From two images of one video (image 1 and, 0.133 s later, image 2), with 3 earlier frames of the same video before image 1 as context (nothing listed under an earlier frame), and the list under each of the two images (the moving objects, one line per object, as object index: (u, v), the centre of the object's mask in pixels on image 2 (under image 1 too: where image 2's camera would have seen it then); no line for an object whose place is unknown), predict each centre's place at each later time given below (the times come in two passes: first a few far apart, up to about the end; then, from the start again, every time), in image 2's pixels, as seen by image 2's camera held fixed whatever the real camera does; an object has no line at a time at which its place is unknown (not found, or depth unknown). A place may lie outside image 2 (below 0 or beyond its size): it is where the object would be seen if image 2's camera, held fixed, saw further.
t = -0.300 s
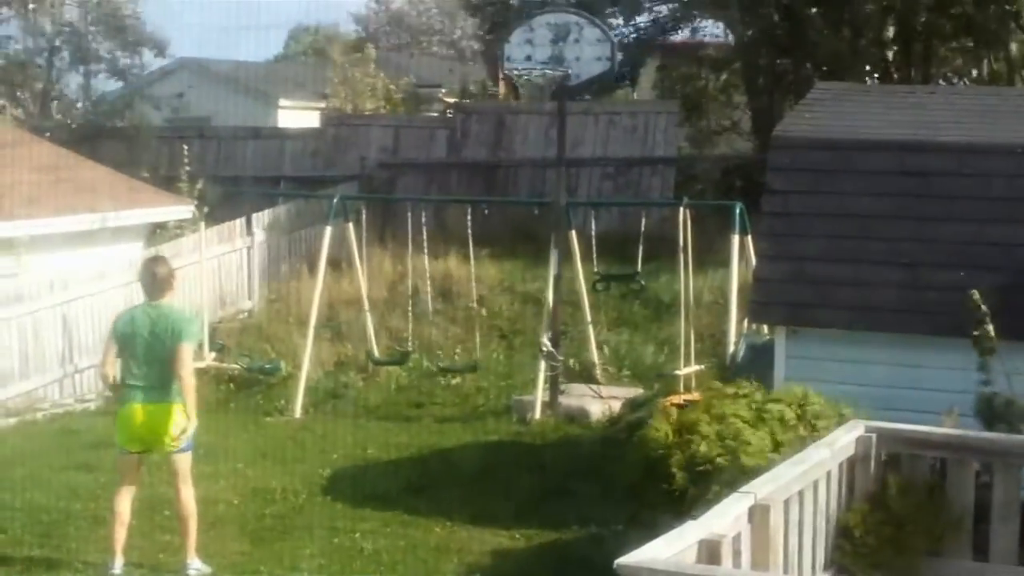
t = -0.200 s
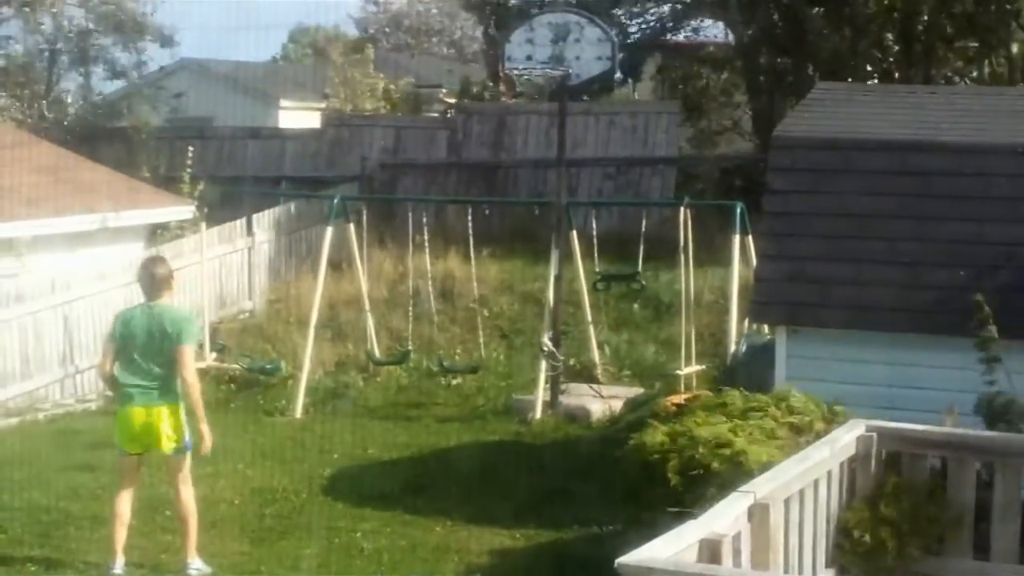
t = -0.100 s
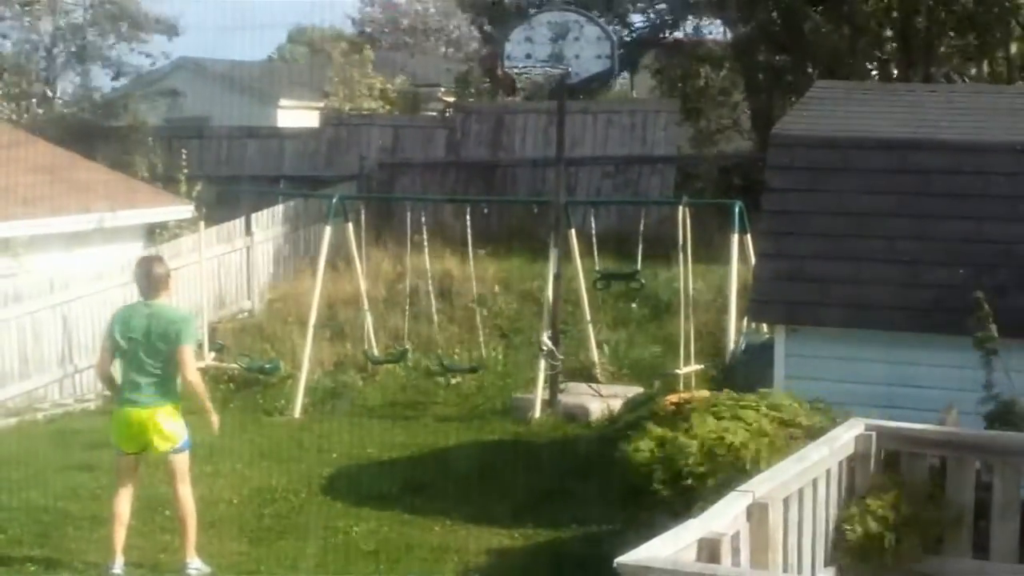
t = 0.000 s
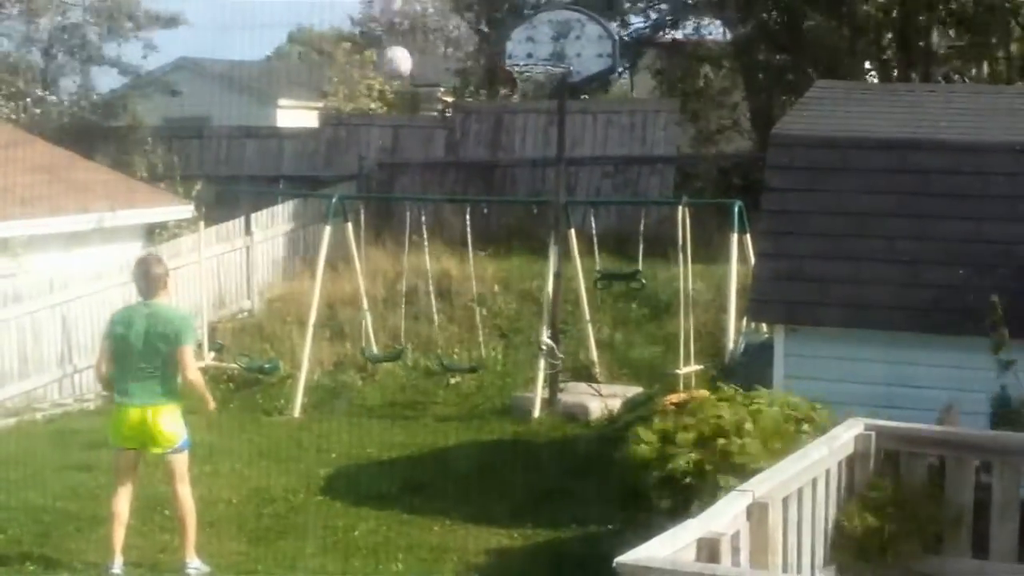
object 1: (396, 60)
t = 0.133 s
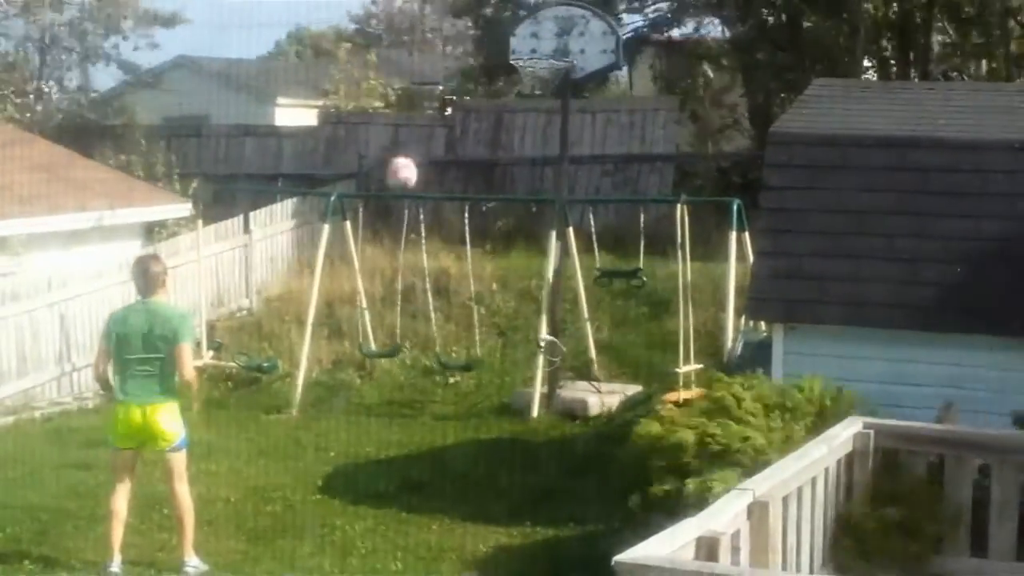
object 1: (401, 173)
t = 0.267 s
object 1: (409, 300)
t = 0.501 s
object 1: (430, 337)
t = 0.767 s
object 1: (462, 246)
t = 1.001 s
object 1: (486, 237)
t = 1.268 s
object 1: (510, 273)
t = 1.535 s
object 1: (501, 236)
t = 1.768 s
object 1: (489, 251)
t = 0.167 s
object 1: (403, 203)
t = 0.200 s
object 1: (406, 234)
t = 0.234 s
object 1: (409, 267)
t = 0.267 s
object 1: (409, 300)
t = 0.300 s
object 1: (409, 332)
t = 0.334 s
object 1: (411, 367)
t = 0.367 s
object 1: (410, 399)
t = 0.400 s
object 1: (416, 391)
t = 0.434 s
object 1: (420, 372)
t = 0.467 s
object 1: (423, 354)
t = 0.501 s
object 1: (430, 337)
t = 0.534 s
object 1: (434, 318)
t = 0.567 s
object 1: (438, 306)
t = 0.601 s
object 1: (441, 293)
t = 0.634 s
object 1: (445, 281)
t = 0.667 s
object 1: (450, 269)
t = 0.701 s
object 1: (454, 259)
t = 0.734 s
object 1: (457, 254)
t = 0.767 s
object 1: (462, 246)
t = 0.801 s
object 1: (466, 240)
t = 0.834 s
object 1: (468, 237)
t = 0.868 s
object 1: (472, 235)
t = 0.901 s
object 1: (476, 235)
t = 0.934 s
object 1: (478, 234)
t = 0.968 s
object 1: (482, 235)
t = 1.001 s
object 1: (486, 237)
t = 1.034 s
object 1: (490, 240)
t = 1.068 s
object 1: (494, 243)
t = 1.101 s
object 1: (497, 247)
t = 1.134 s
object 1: (500, 253)
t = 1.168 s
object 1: (504, 261)
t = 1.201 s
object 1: (508, 268)
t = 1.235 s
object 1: (510, 276)
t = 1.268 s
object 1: (510, 273)
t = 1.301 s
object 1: (509, 267)
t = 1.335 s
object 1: (510, 258)
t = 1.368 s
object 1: (509, 251)
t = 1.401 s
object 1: (506, 246)
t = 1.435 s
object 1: (506, 242)
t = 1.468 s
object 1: (504, 238)
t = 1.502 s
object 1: (503, 237)
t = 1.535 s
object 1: (501, 236)
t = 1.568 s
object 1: (499, 236)
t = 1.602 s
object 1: (497, 236)
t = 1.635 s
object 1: (495, 237)
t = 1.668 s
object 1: (494, 240)
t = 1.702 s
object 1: (492, 243)
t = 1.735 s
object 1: (489, 247)
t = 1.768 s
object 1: (489, 251)
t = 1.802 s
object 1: (487, 254)
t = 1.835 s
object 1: (486, 251)
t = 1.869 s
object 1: (485, 247)
